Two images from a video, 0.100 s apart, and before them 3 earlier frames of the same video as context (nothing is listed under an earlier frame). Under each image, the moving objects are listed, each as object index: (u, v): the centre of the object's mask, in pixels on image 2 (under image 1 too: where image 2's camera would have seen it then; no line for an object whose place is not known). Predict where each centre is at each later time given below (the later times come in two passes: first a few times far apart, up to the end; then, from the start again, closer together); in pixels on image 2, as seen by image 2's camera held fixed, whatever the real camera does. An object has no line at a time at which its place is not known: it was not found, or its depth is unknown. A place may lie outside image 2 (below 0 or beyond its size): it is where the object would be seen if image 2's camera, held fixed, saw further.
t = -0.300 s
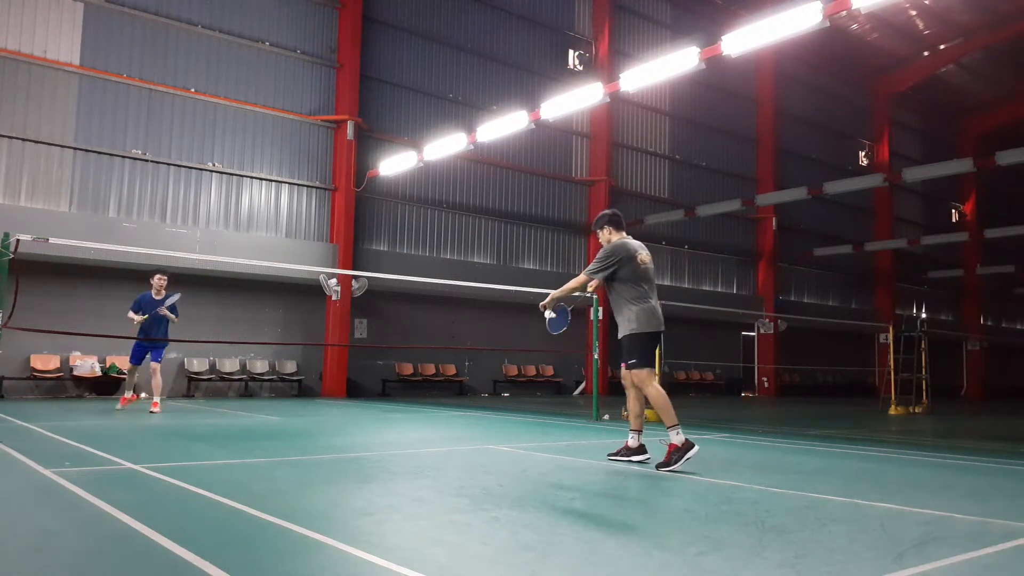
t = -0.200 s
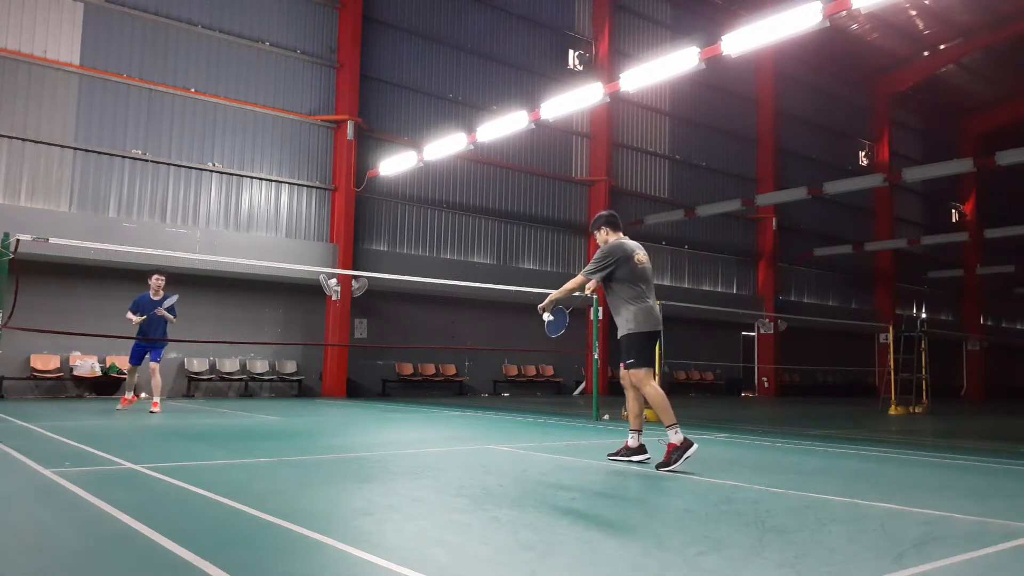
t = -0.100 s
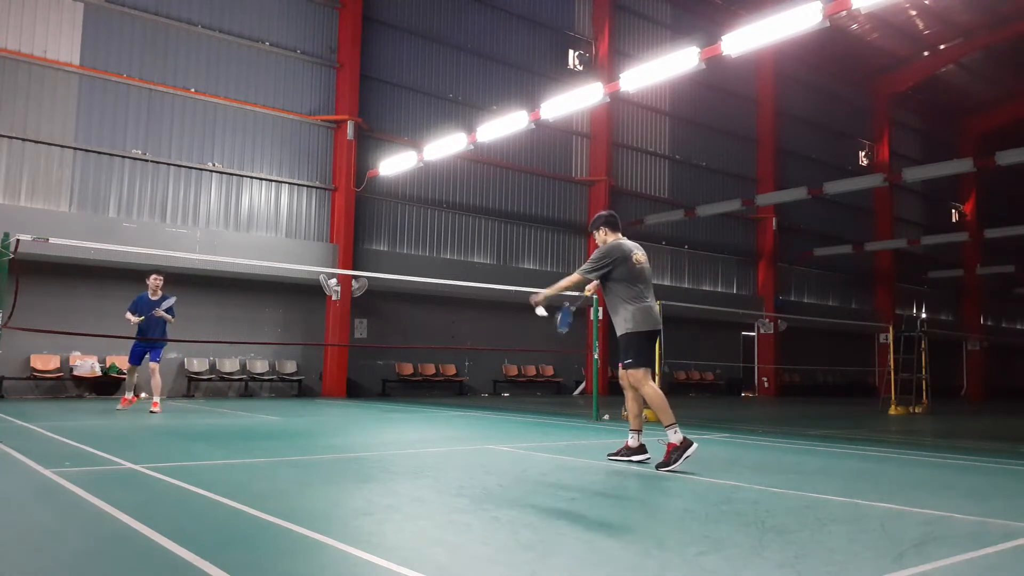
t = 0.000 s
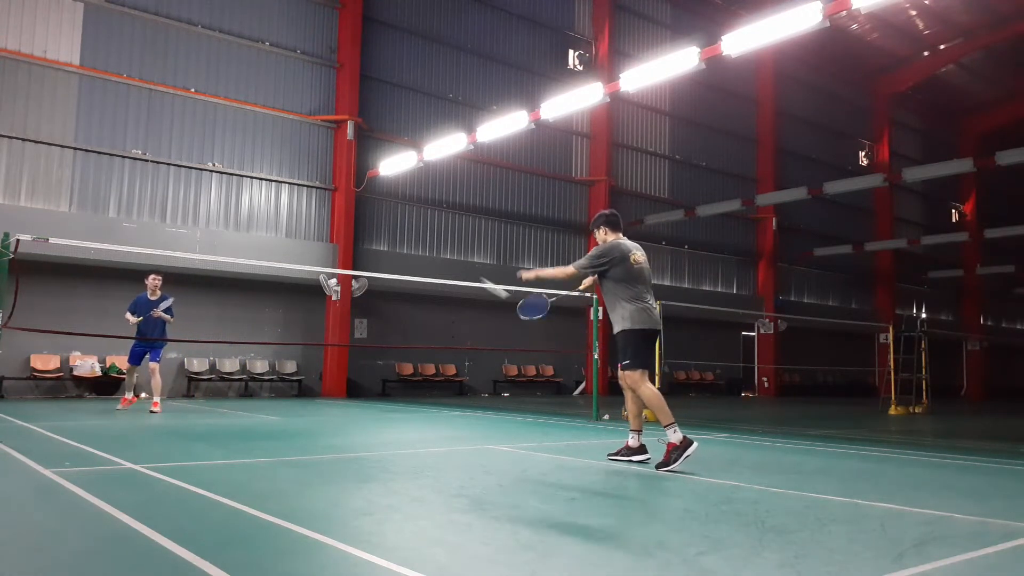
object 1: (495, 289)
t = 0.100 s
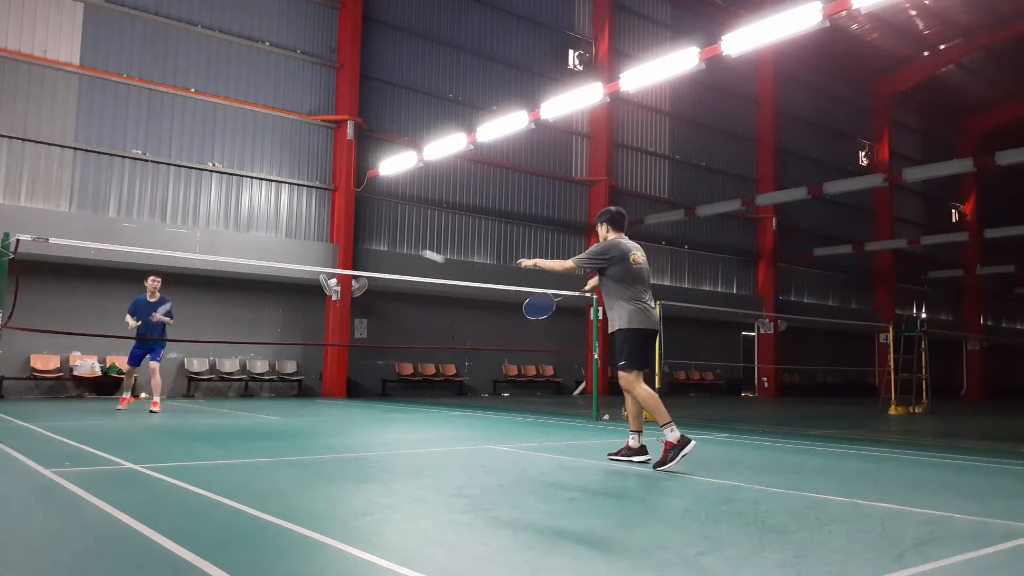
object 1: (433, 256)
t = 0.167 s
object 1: (404, 249)
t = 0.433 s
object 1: (325, 263)
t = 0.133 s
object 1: (416, 251)
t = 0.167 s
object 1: (404, 249)
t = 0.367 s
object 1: (341, 255)
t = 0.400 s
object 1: (332, 259)
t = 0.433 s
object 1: (325, 263)
